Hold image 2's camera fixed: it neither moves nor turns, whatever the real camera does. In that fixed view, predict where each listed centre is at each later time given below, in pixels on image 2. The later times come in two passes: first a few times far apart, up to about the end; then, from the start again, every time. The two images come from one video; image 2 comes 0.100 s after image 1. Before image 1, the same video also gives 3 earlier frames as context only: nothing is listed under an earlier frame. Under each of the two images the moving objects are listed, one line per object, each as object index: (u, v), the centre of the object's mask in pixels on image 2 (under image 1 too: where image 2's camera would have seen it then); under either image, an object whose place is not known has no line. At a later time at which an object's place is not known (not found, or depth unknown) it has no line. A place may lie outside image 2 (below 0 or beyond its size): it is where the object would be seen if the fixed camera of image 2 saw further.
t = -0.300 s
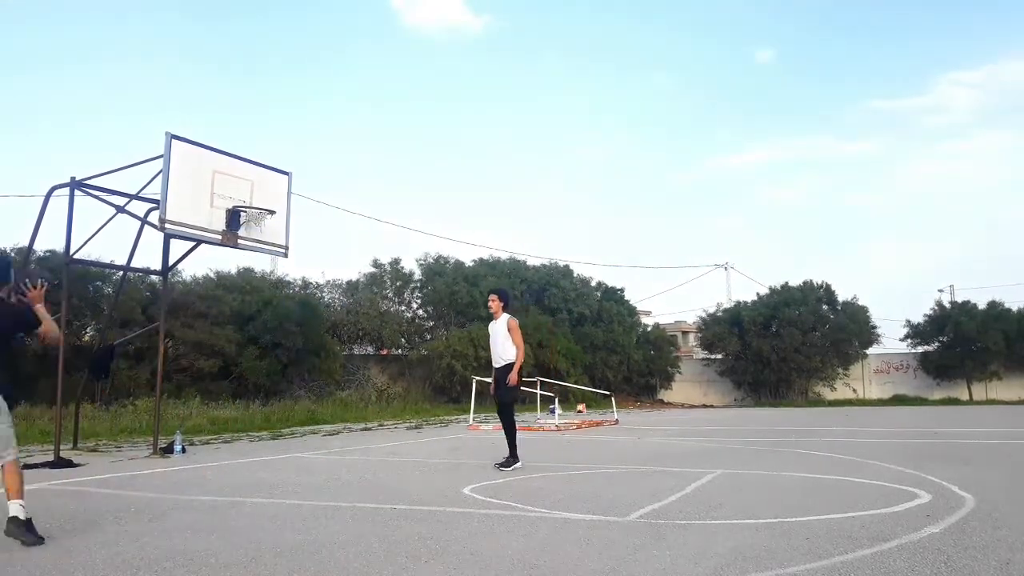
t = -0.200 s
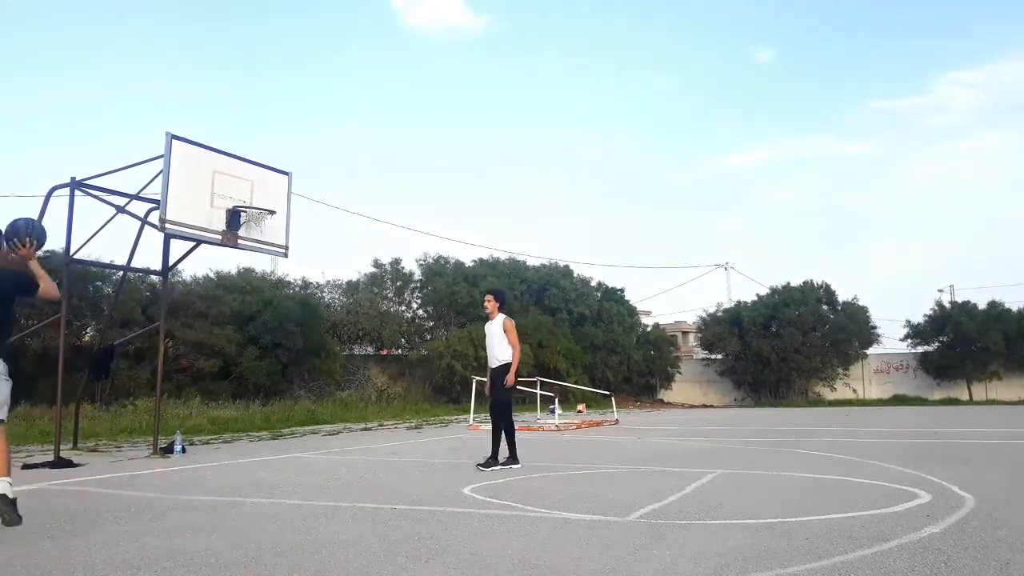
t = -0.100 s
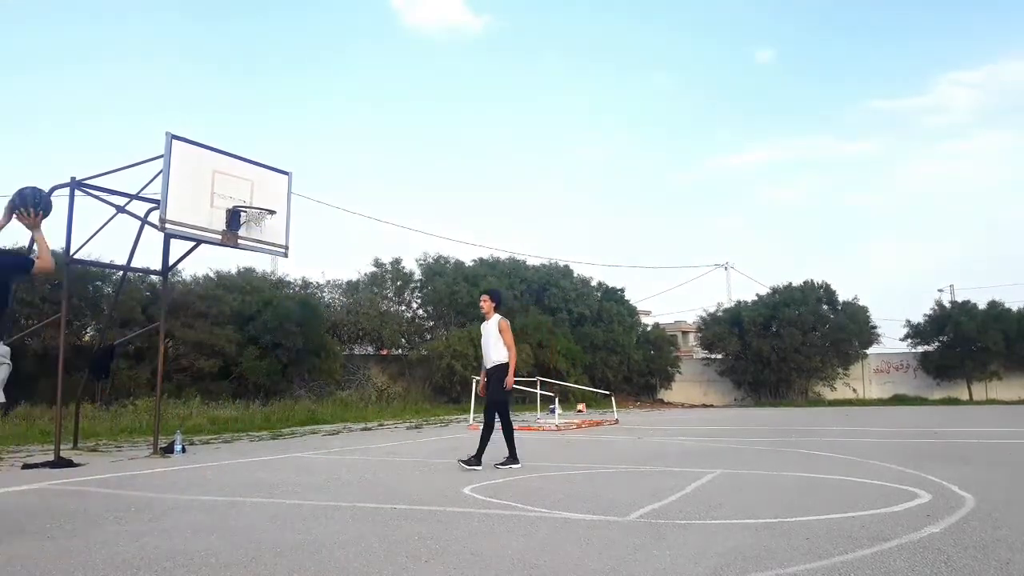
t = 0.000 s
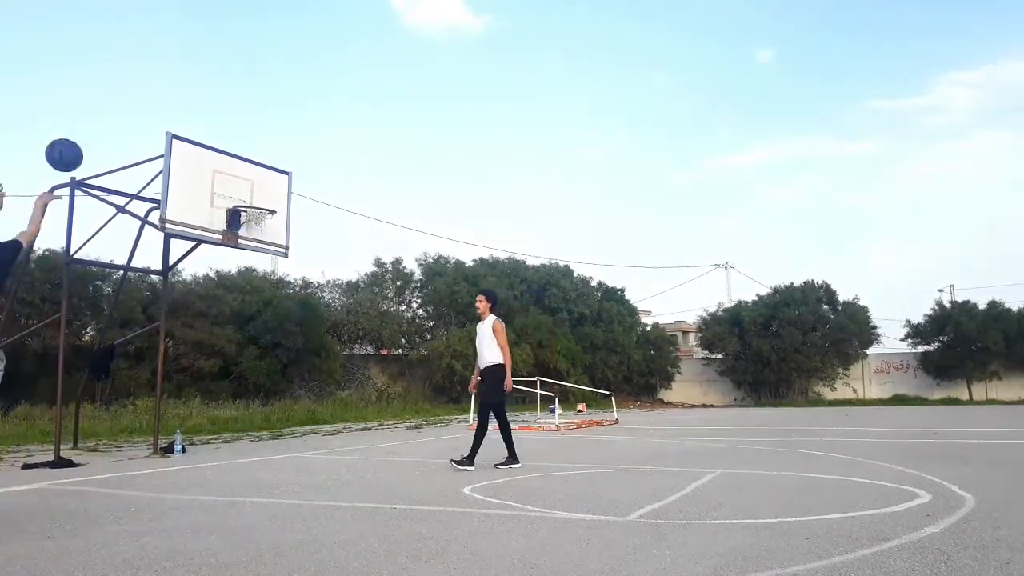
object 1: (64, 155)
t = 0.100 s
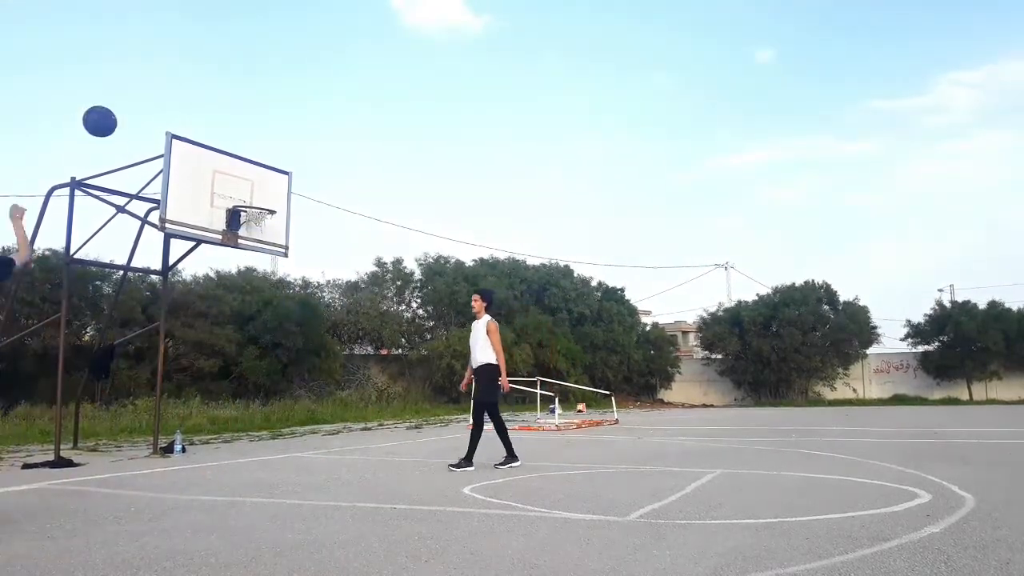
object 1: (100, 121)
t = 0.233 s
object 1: (139, 101)
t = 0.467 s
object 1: (193, 113)
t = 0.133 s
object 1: (110, 114)
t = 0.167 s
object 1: (120, 108)
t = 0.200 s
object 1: (130, 103)
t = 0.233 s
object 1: (139, 101)
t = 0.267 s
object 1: (148, 99)
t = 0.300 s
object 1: (156, 99)
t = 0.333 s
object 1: (164, 99)
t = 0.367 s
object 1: (172, 101)
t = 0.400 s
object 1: (179, 104)
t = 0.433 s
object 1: (186, 108)
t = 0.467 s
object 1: (193, 113)
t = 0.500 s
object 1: (199, 118)
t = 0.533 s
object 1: (205, 125)
